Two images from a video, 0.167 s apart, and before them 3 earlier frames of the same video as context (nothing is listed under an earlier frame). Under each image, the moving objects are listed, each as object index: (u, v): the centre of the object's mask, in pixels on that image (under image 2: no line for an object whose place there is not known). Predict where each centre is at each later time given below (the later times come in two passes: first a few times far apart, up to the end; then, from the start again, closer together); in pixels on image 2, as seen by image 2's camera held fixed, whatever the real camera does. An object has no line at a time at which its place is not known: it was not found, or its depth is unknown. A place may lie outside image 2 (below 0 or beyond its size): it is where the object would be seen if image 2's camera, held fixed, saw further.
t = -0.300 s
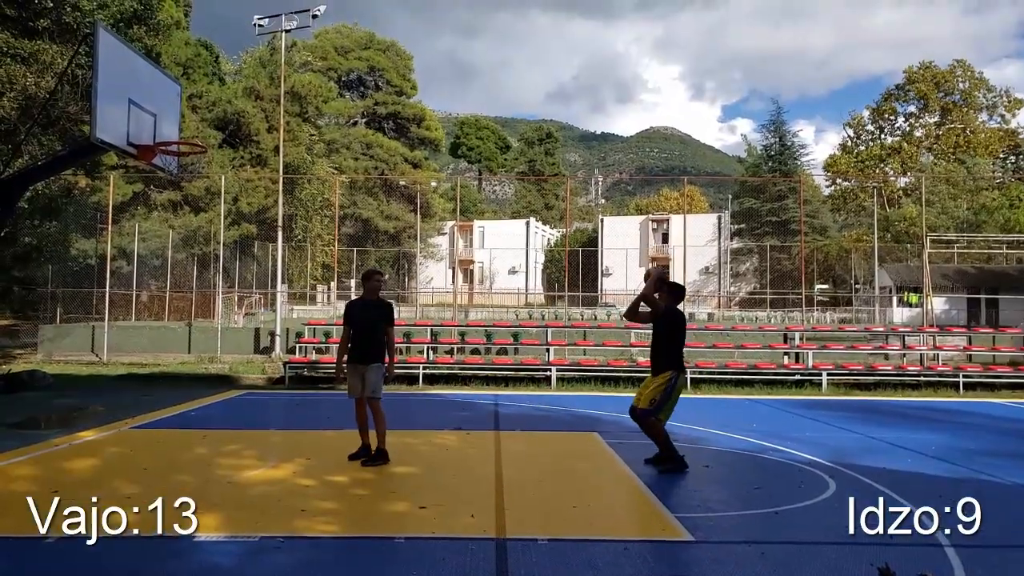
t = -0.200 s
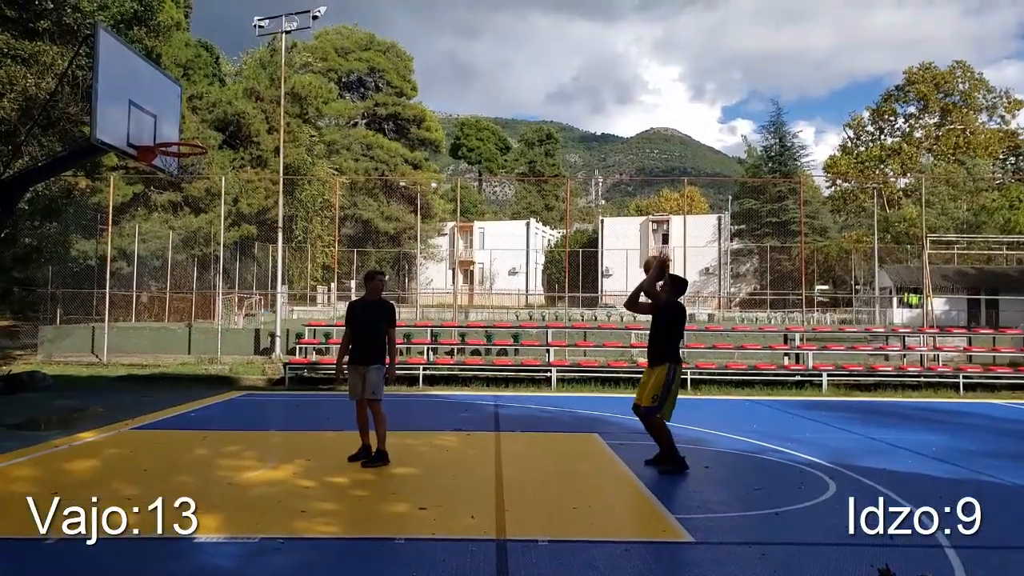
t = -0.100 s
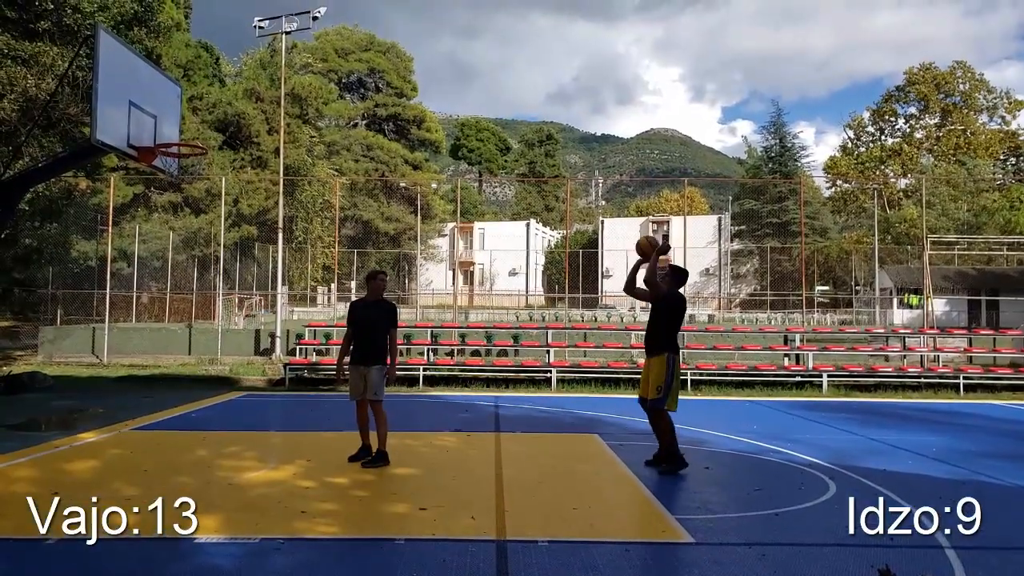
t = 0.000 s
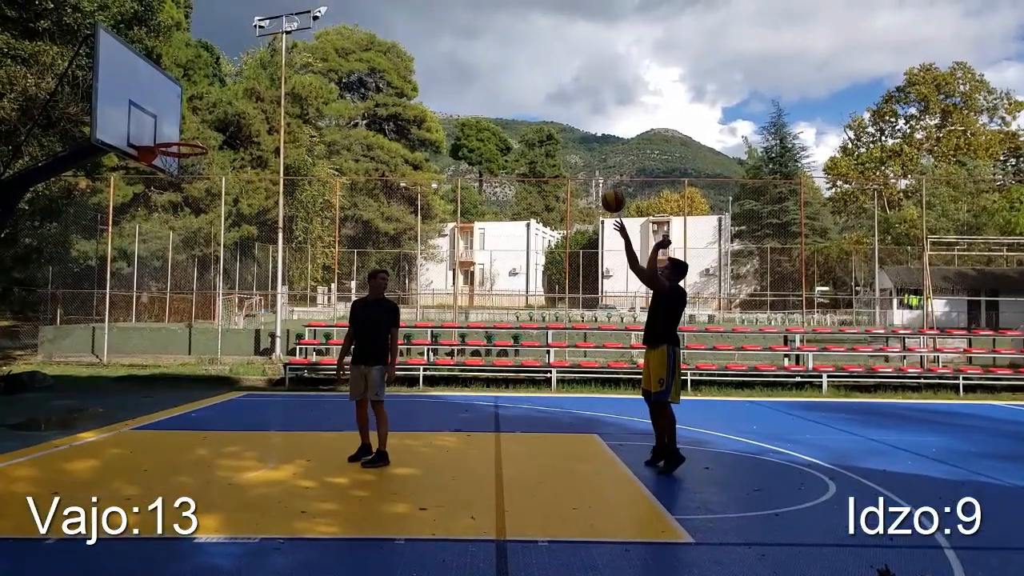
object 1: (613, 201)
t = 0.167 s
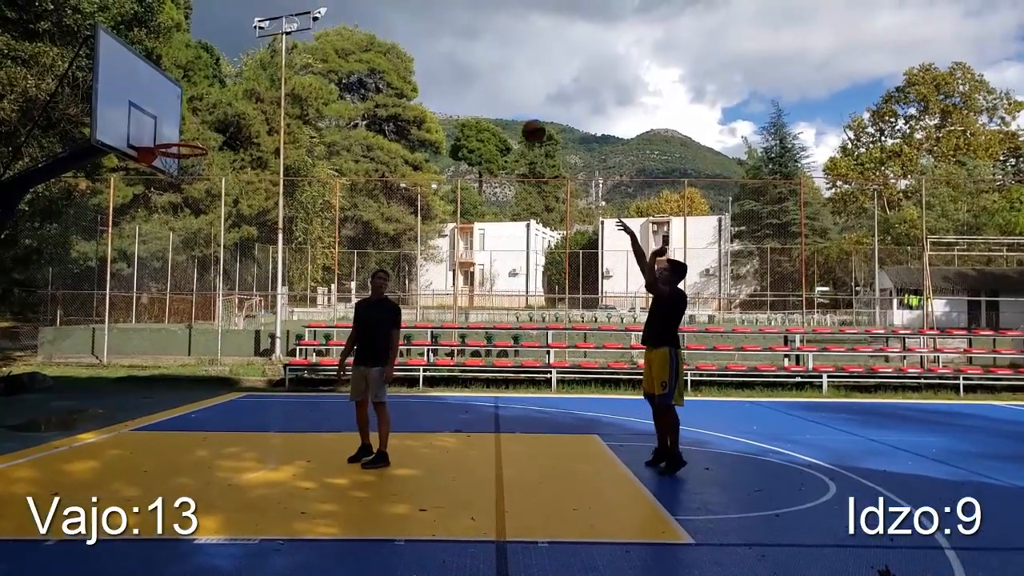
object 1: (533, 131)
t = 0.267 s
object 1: (486, 102)
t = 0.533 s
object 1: (360, 73)
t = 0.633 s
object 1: (313, 81)
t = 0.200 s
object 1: (518, 120)
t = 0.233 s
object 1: (502, 110)
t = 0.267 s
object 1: (486, 102)
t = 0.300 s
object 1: (470, 94)
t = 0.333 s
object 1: (454, 88)
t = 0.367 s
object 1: (439, 82)
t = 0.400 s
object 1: (423, 78)
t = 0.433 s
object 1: (408, 76)
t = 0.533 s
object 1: (360, 73)
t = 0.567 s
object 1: (344, 76)
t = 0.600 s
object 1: (330, 77)
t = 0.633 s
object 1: (313, 81)
